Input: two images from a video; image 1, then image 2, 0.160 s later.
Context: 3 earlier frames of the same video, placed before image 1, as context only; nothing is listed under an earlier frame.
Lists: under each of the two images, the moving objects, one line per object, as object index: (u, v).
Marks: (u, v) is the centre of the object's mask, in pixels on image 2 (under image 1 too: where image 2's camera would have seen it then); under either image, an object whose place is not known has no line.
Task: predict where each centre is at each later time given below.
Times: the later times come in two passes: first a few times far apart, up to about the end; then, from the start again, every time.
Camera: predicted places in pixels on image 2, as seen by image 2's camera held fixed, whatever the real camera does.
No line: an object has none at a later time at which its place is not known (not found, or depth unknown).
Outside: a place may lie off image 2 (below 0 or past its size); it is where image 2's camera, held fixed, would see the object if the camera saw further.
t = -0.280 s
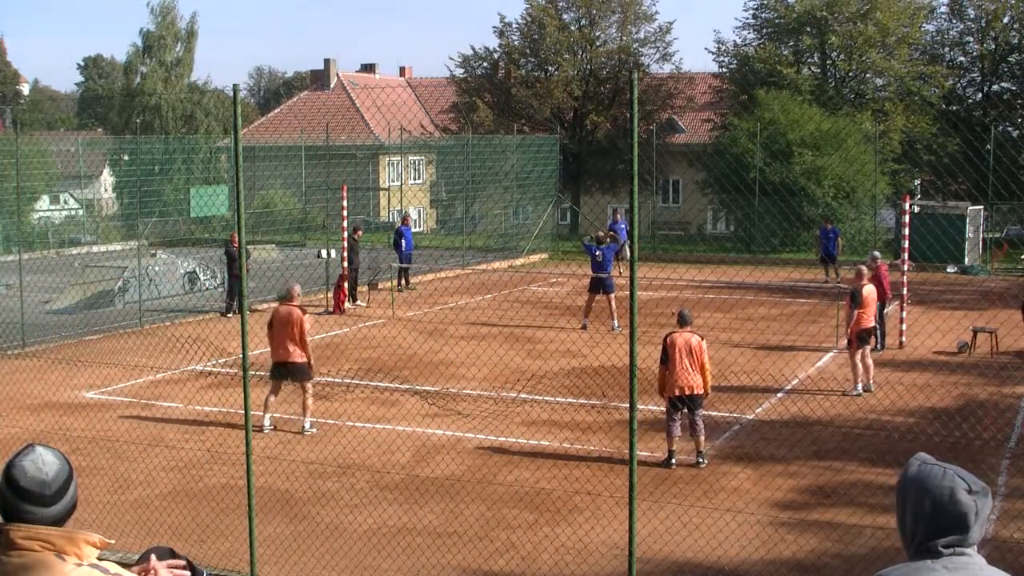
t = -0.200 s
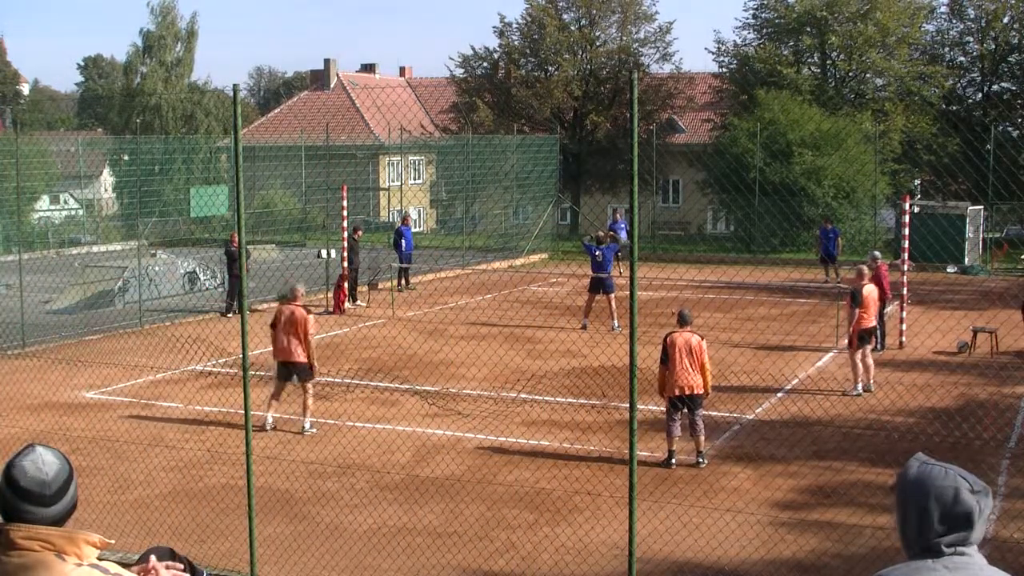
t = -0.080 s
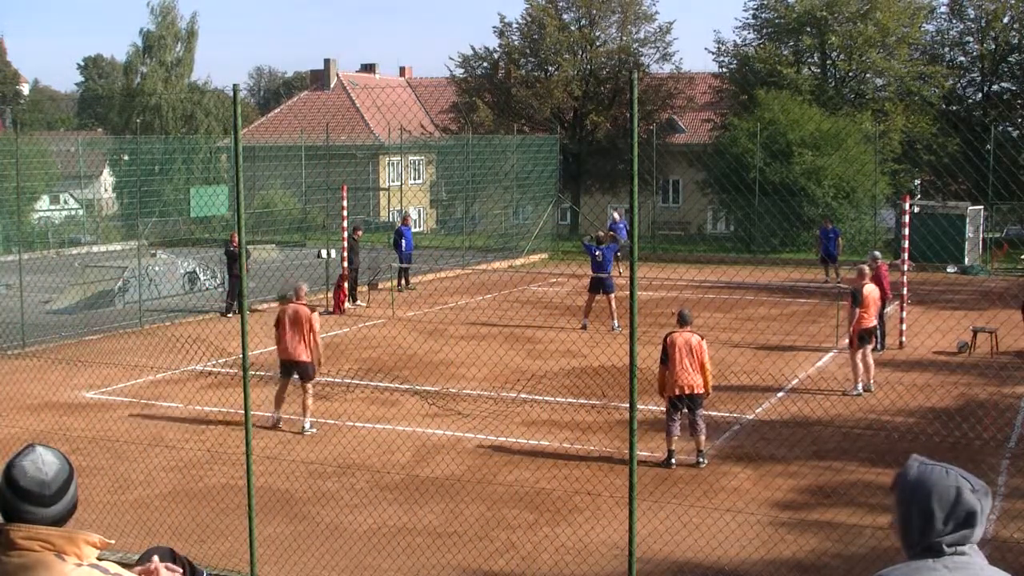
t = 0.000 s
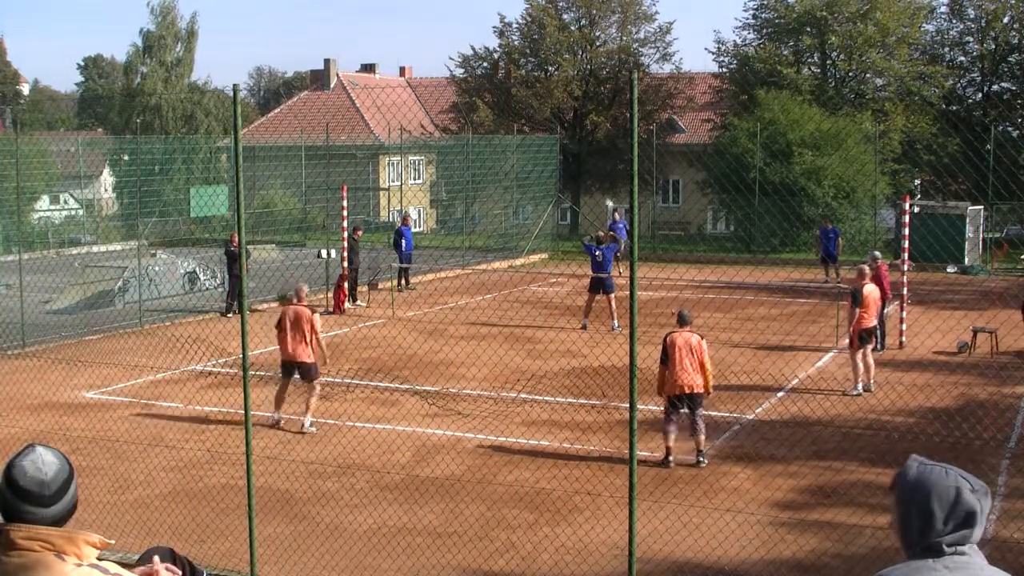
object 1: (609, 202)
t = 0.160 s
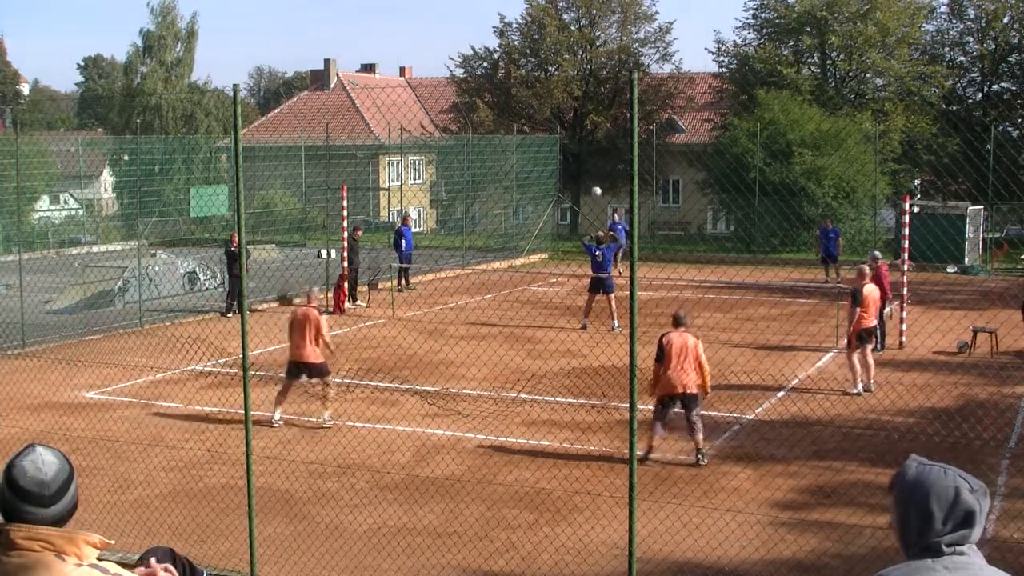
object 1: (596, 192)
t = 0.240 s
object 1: (589, 190)
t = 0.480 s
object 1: (569, 205)
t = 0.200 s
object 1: (593, 191)
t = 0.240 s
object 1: (589, 190)
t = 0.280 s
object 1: (587, 190)
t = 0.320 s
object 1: (584, 191)
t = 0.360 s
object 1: (580, 193)
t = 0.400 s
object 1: (577, 196)
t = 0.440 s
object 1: (574, 200)
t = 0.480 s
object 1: (569, 205)
